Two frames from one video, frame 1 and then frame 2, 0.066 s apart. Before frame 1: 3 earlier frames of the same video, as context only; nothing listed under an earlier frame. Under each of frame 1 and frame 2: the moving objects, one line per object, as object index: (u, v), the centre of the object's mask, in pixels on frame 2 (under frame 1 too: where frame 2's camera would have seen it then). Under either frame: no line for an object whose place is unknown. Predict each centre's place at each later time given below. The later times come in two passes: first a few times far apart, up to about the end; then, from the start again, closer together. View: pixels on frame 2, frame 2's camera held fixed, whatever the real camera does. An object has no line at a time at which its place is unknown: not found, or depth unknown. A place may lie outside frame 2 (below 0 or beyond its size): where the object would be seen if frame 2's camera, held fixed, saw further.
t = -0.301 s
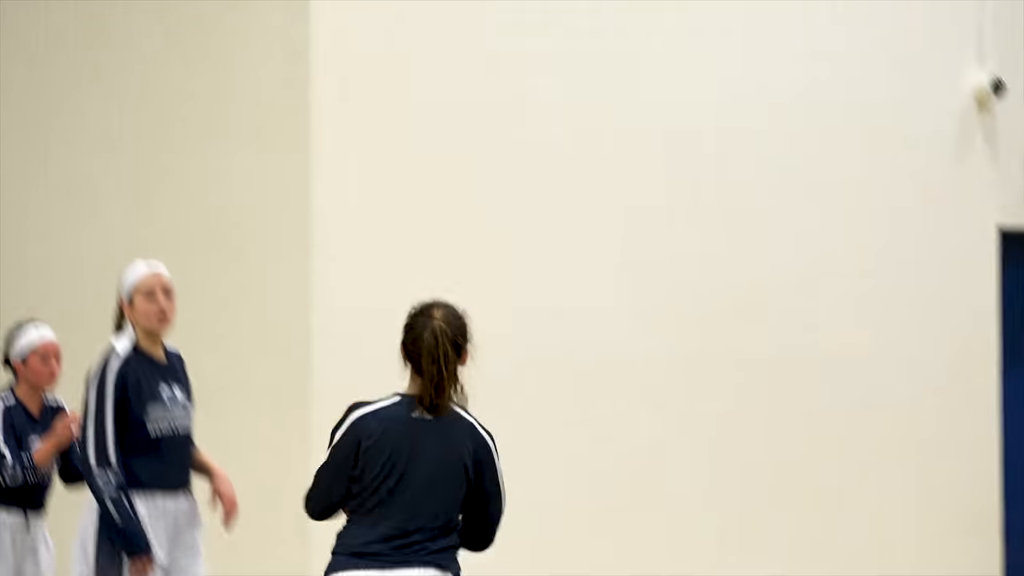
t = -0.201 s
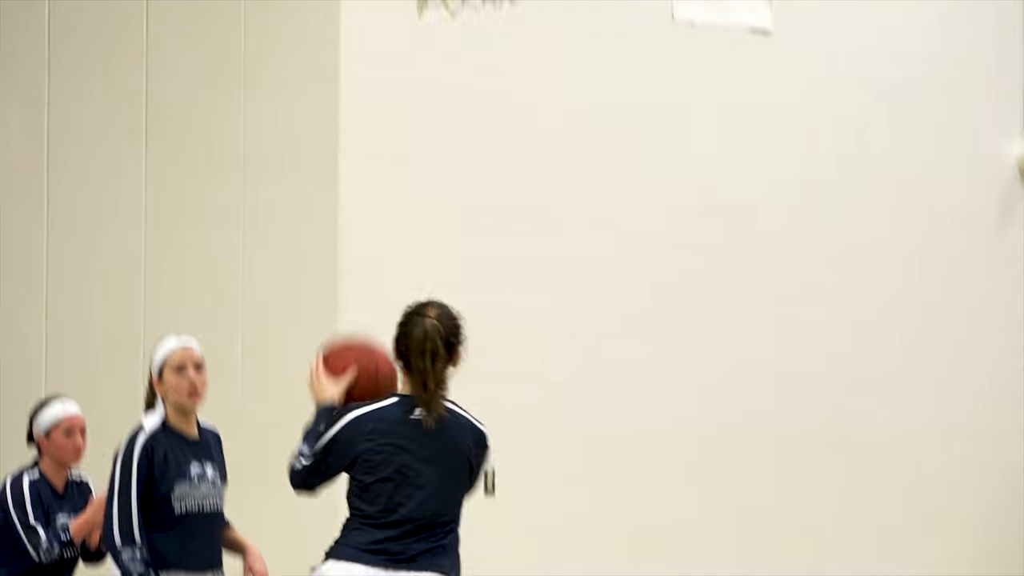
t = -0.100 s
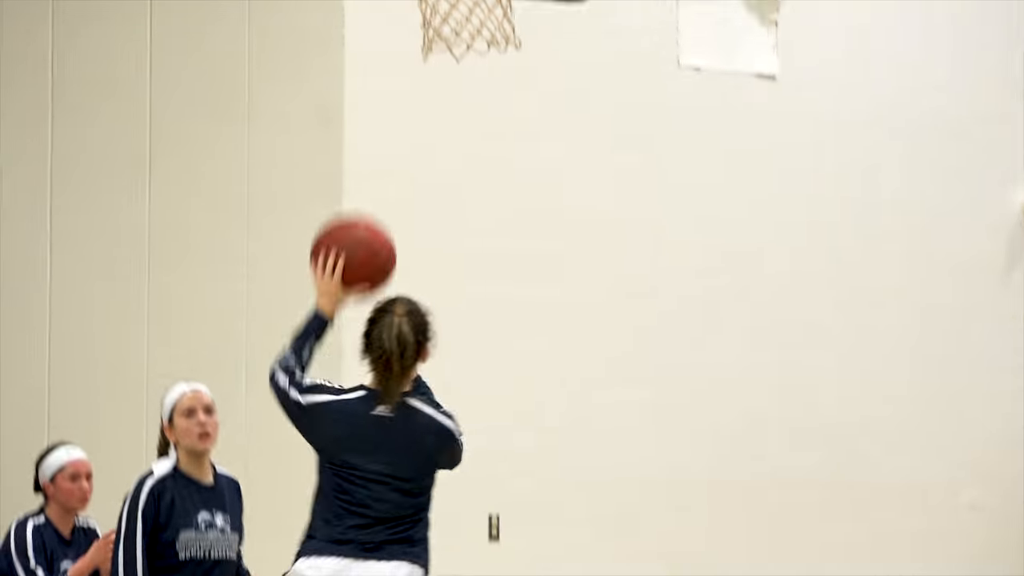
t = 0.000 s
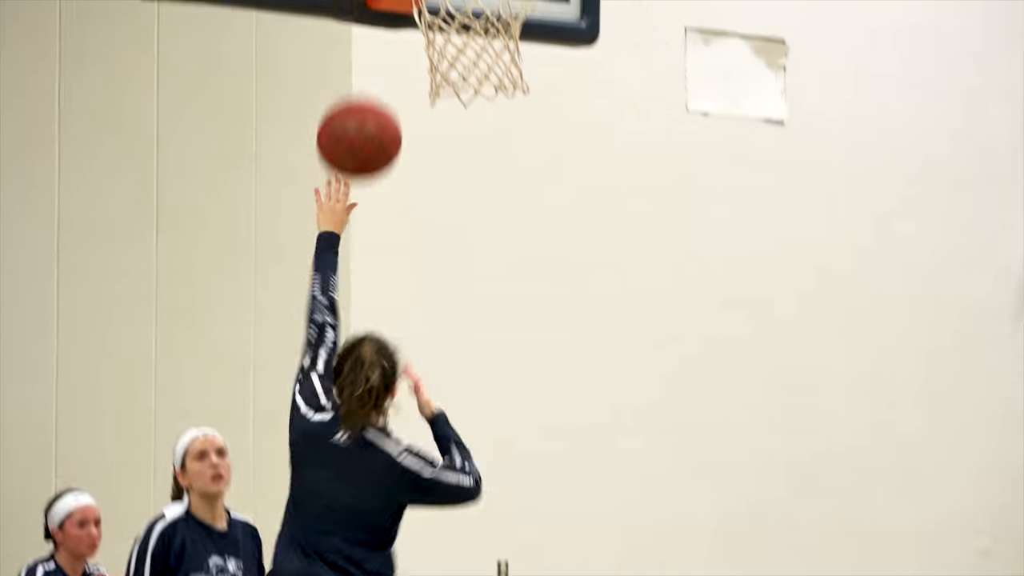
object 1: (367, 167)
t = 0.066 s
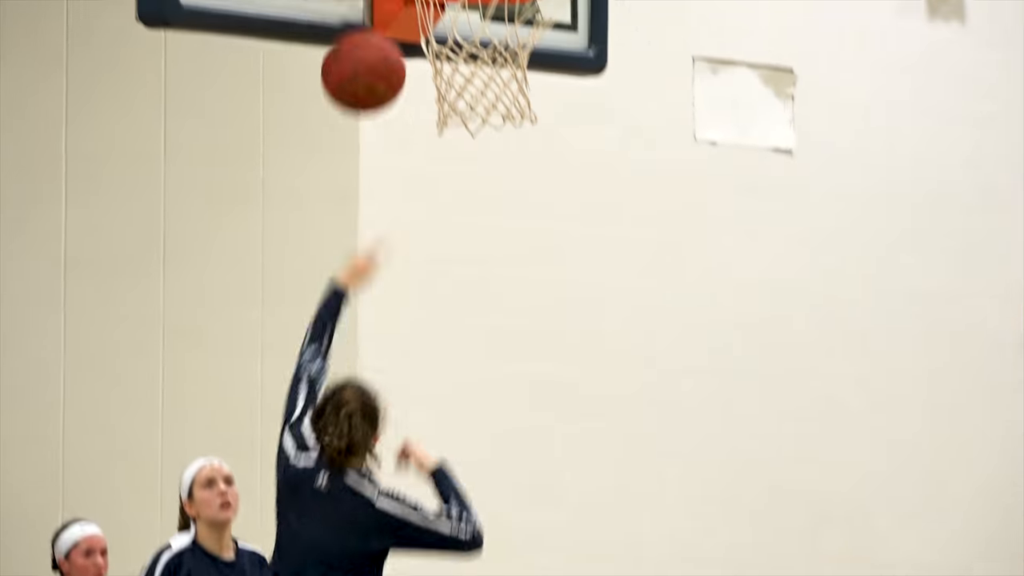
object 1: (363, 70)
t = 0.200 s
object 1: (356, -46)
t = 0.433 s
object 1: (490, -85)
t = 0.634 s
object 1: (469, -13)
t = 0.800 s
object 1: (498, 83)
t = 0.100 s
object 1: (361, 30)
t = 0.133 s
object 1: (361, 0)
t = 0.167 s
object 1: (357, -25)
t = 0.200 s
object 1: (356, -46)
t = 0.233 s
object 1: (358, -61)
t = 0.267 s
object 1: (379, -71)
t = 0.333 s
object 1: (422, -85)
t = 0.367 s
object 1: (445, -89)
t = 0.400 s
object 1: (467, -89)
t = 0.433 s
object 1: (490, -85)
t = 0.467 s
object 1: (512, -76)
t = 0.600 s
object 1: (489, -27)
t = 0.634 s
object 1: (469, -13)
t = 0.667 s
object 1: (456, 6)
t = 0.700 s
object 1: (463, 15)
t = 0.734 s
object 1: (475, 31)
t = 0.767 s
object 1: (487, 57)
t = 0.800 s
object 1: (498, 83)
